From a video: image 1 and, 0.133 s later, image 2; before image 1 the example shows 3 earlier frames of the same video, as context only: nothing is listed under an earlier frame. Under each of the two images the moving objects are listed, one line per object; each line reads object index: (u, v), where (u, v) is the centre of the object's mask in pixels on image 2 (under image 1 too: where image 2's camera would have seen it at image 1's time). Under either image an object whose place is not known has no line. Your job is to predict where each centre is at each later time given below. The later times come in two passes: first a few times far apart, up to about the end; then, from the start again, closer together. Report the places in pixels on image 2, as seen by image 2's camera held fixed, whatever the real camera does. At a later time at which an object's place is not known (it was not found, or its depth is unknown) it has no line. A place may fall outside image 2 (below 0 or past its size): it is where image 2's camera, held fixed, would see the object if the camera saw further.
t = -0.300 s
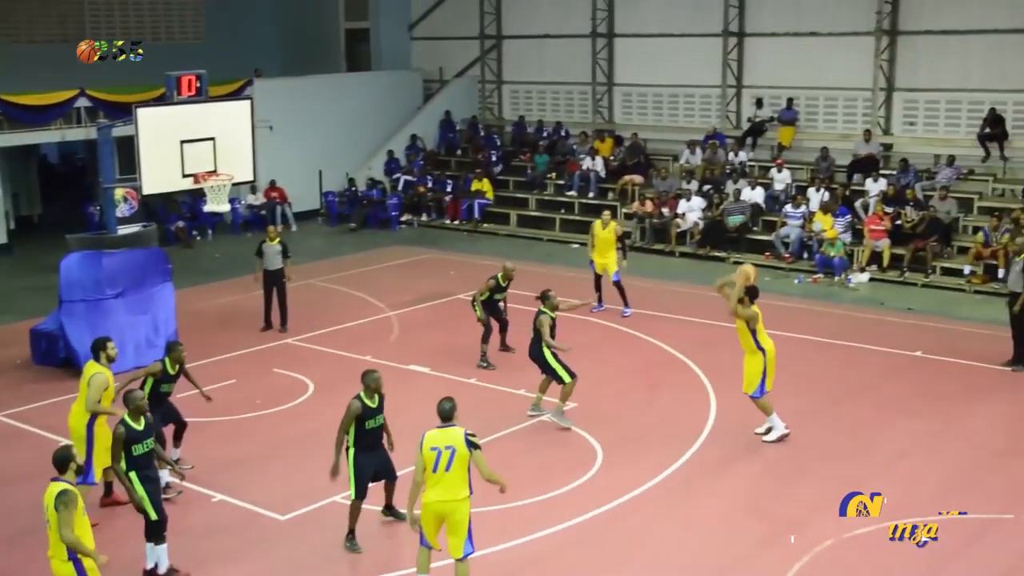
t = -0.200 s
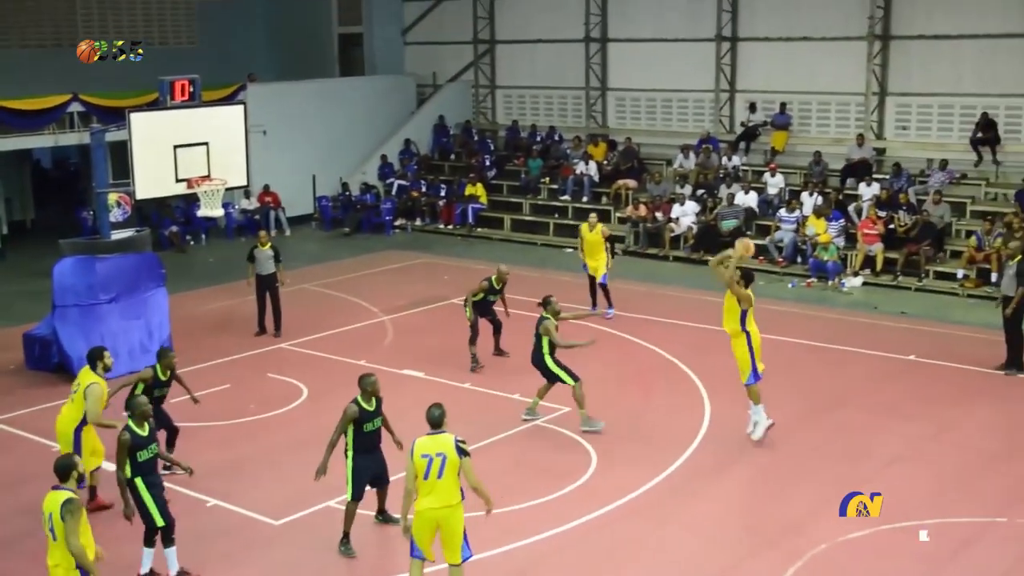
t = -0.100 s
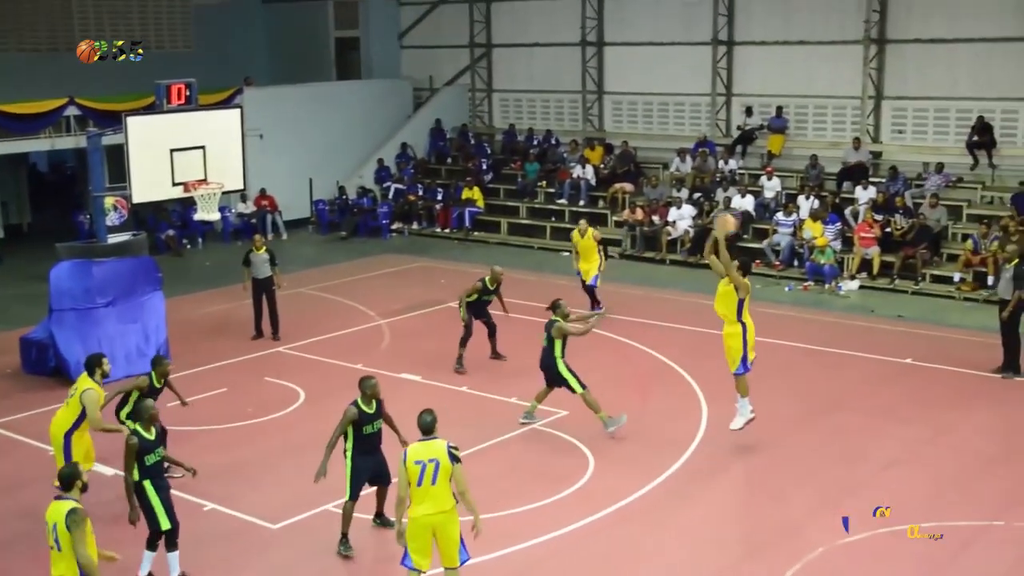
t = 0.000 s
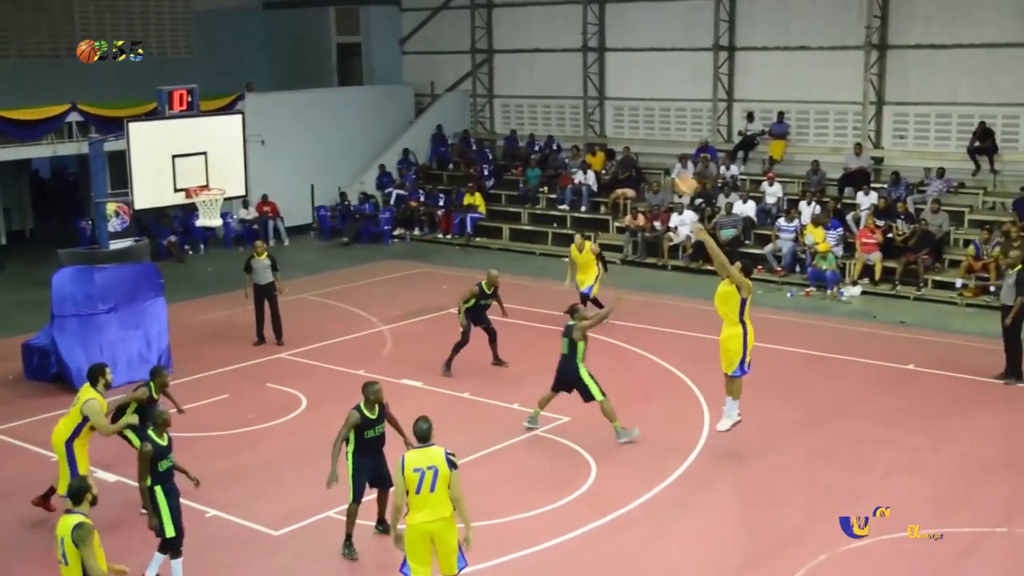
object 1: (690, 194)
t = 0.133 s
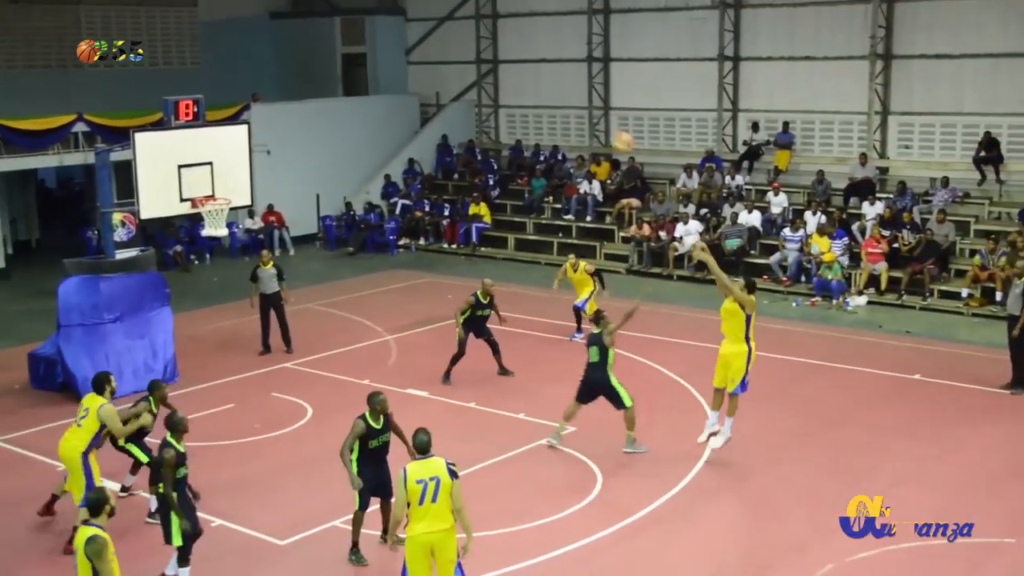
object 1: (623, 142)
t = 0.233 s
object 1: (575, 113)
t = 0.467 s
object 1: (466, 80)
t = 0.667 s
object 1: (381, 85)
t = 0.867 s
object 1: (304, 121)
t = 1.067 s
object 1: (233, 185)
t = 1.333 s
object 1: (201, 214)
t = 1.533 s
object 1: (199, 238)
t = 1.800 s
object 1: (196, 315)
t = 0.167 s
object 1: (606, 131)
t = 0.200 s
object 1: (591, 122)
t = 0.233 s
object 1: (575, 113)
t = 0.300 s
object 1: (543, 99)
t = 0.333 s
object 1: (527, 93)
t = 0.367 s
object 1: (511, 88)
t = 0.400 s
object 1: (495, 84)
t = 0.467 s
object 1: (466, 80)
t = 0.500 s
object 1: (452, 79)
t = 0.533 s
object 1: (437, 78)
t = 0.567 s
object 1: (422, 78)
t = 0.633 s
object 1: (395, 82)
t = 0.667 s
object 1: (381, 85)
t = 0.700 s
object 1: (368, 89)
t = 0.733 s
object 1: (355, 93)
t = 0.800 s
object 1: (328, 106)
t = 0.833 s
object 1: (316, 113)
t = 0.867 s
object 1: (304, 121)
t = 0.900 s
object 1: (291, 130)
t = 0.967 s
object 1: (266, 150)
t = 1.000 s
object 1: (256, 160)
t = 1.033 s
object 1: (245, 171)
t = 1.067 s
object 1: (233, 185)
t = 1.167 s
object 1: (213, 217)
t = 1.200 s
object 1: (207, 215)
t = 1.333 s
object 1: (201, 214)
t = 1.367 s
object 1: (196, 213)
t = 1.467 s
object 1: (198, 227)
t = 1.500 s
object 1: (200, 232)
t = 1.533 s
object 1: (199, 238)
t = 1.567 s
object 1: (199, 245)
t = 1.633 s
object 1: (199, 261)
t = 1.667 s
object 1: (199, 270)
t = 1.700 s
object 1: (199, 281)
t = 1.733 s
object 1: (199, 291)
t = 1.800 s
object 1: (196, 315)
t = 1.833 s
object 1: (197, 328)
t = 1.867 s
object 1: (194, 342)
